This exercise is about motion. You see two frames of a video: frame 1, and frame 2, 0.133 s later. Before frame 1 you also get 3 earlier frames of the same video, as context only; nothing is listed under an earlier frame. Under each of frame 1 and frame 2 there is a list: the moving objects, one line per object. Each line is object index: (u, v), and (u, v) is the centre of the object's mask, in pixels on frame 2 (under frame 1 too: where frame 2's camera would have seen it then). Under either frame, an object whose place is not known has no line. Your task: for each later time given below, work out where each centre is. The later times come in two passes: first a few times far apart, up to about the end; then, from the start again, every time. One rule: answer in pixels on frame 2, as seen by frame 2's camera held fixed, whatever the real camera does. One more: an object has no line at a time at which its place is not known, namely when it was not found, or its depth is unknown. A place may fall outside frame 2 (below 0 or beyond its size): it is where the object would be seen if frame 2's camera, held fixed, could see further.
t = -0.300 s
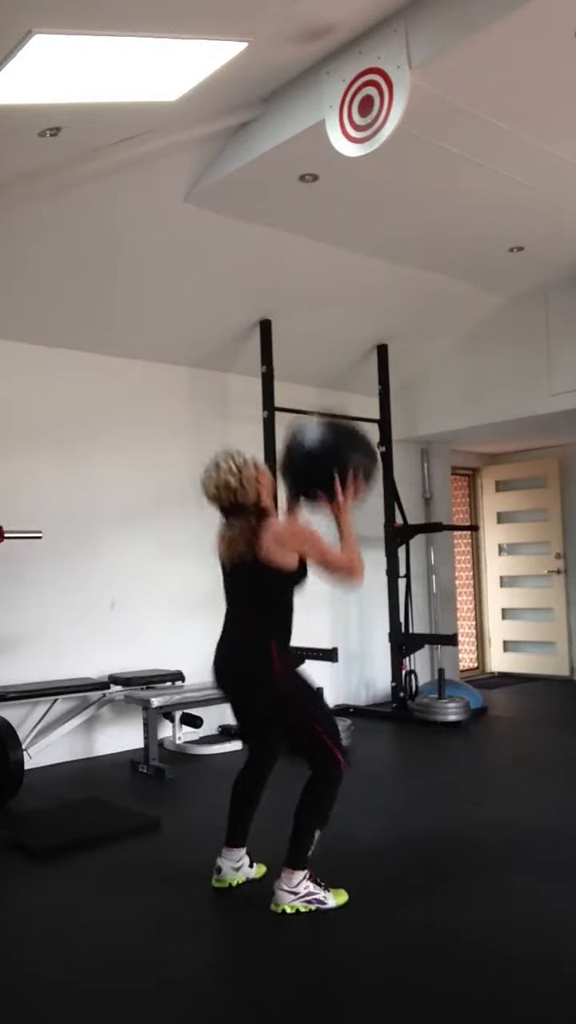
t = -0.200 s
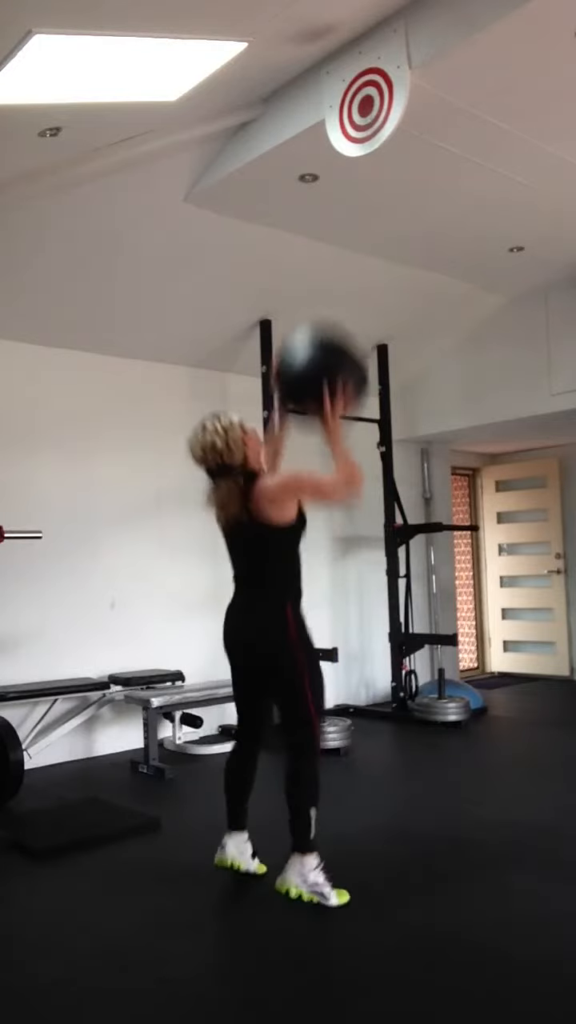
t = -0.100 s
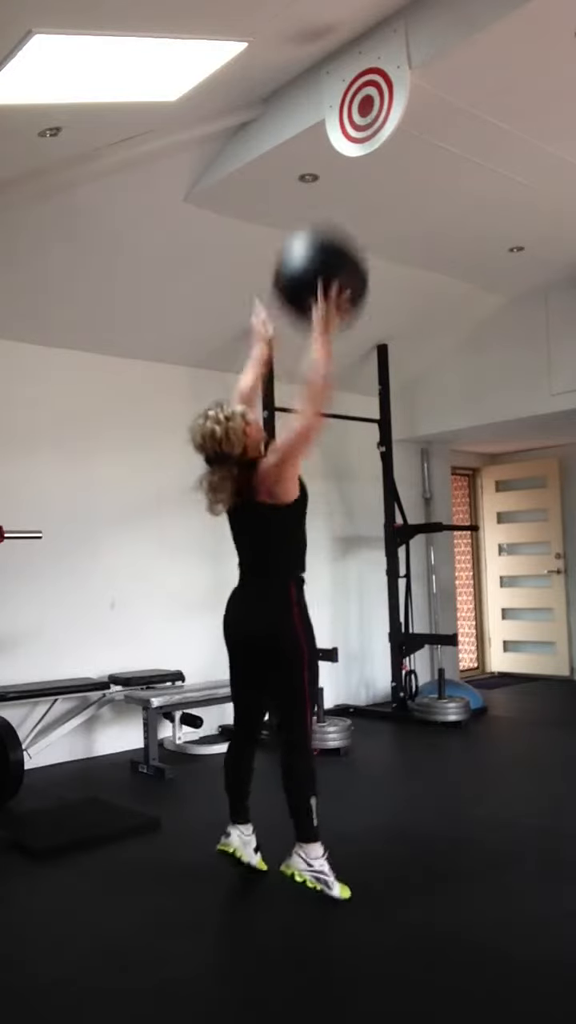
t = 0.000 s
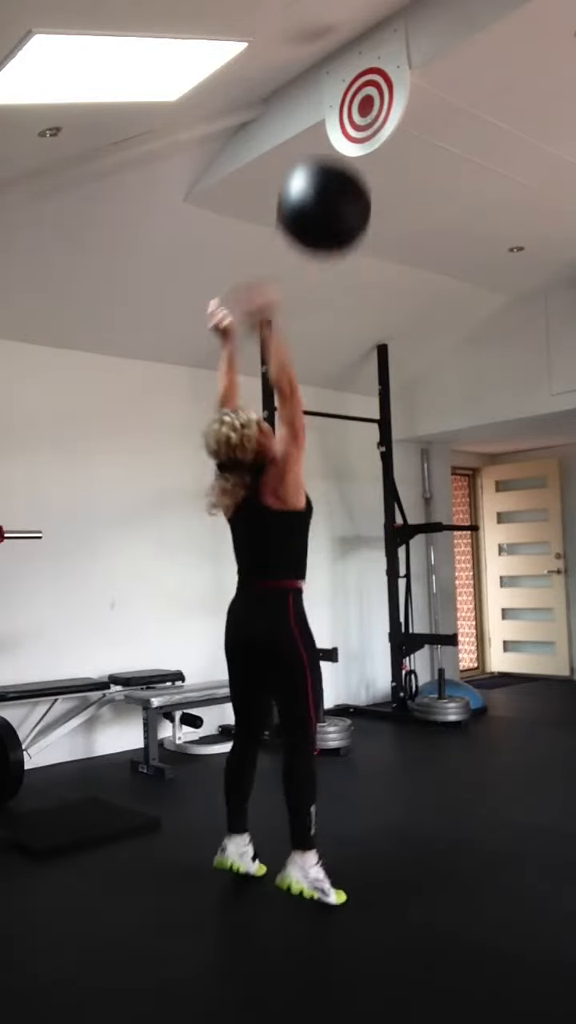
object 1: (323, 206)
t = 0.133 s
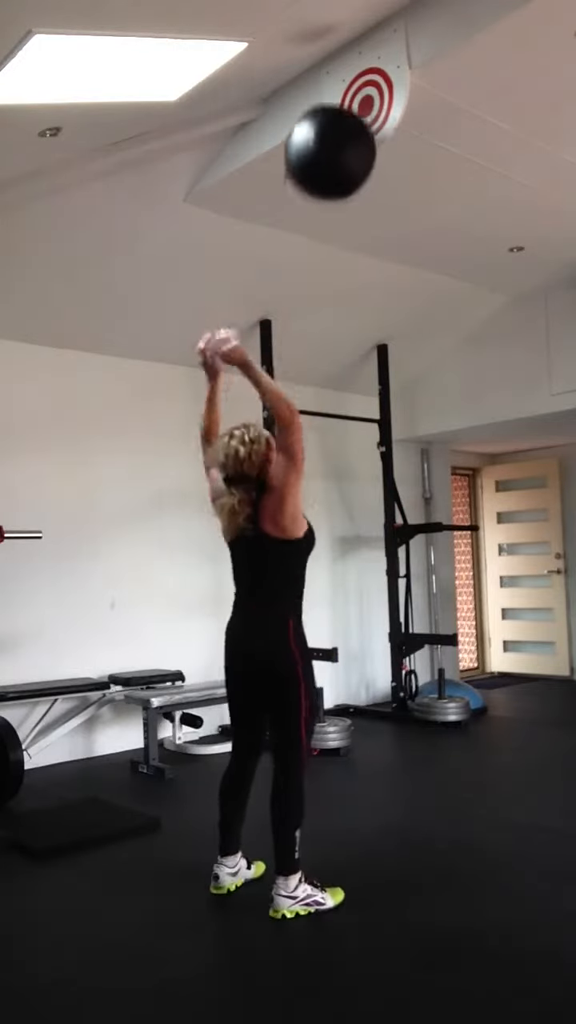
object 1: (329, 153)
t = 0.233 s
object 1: (335, 141)
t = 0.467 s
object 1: (340, 190)
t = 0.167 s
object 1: (331, 146)
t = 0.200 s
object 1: (333, 142)
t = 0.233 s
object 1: (335, 141)
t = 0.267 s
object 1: (337, 142)
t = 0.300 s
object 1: (339, 145)
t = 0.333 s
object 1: (340, 150)
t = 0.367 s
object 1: (341, 156)
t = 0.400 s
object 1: (340, 165)
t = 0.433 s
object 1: (340, 177)
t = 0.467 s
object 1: (340, 190)
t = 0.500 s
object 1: (340, 205)
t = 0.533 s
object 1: (341, 223)
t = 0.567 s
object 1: (341, 244)
